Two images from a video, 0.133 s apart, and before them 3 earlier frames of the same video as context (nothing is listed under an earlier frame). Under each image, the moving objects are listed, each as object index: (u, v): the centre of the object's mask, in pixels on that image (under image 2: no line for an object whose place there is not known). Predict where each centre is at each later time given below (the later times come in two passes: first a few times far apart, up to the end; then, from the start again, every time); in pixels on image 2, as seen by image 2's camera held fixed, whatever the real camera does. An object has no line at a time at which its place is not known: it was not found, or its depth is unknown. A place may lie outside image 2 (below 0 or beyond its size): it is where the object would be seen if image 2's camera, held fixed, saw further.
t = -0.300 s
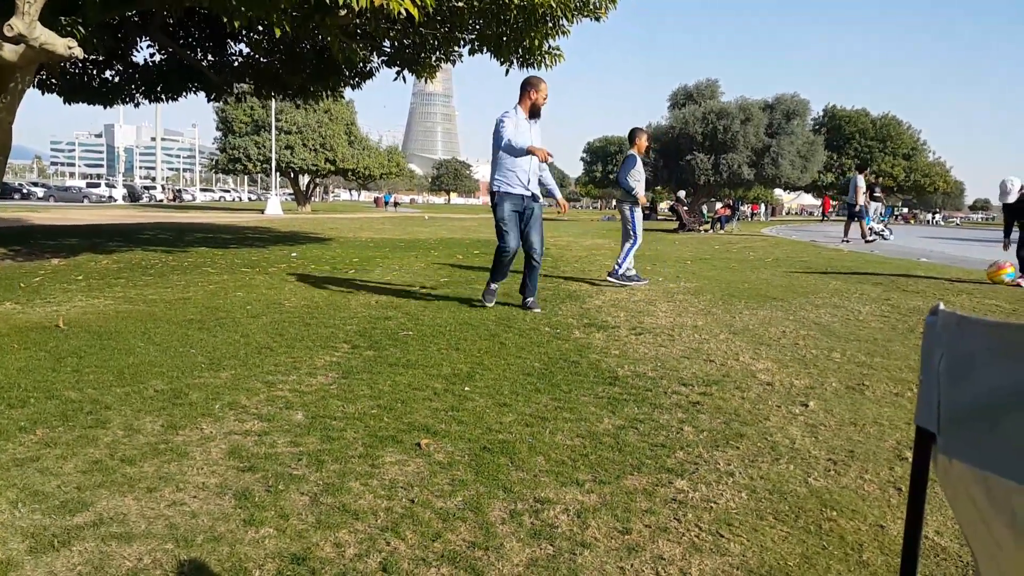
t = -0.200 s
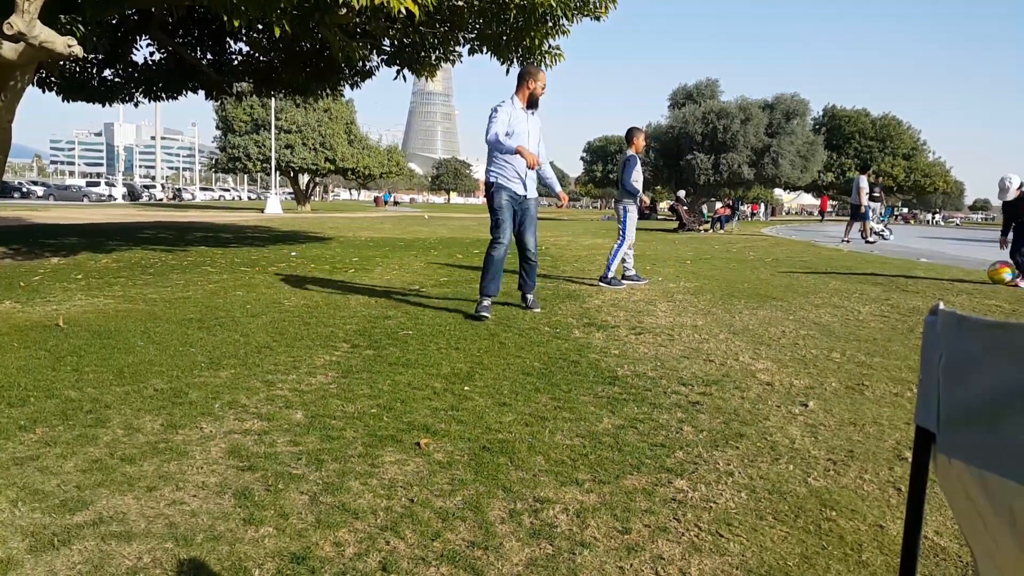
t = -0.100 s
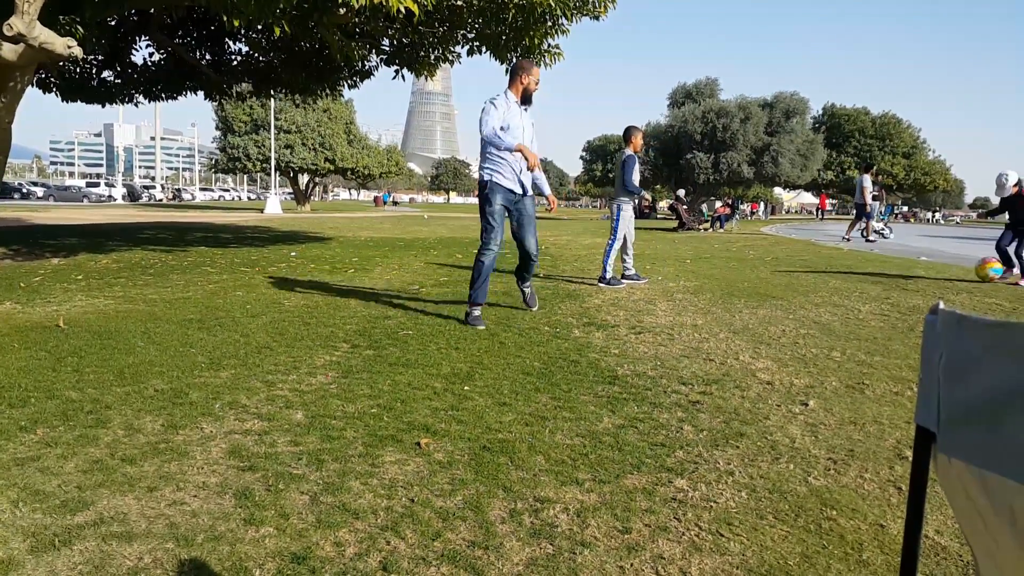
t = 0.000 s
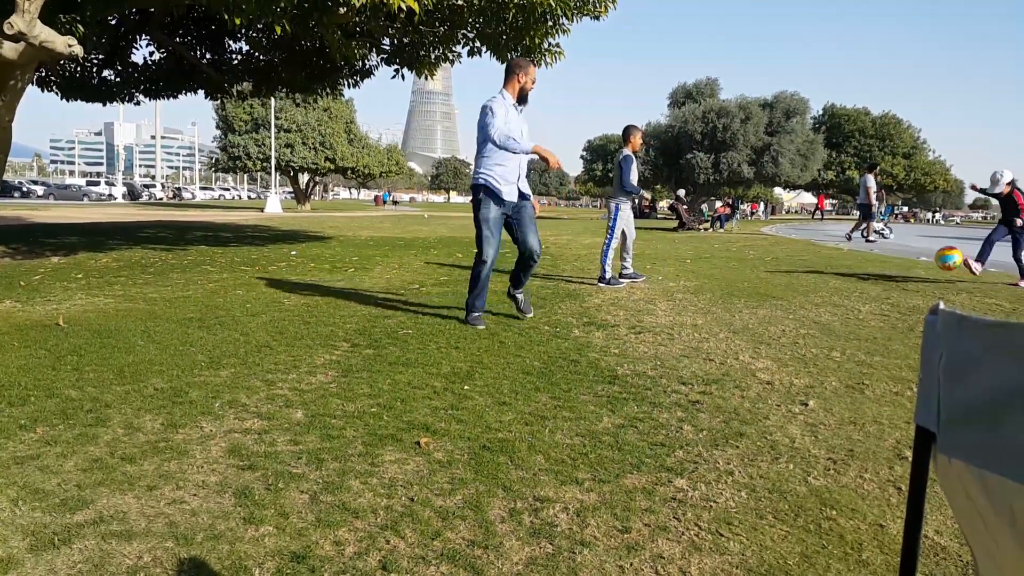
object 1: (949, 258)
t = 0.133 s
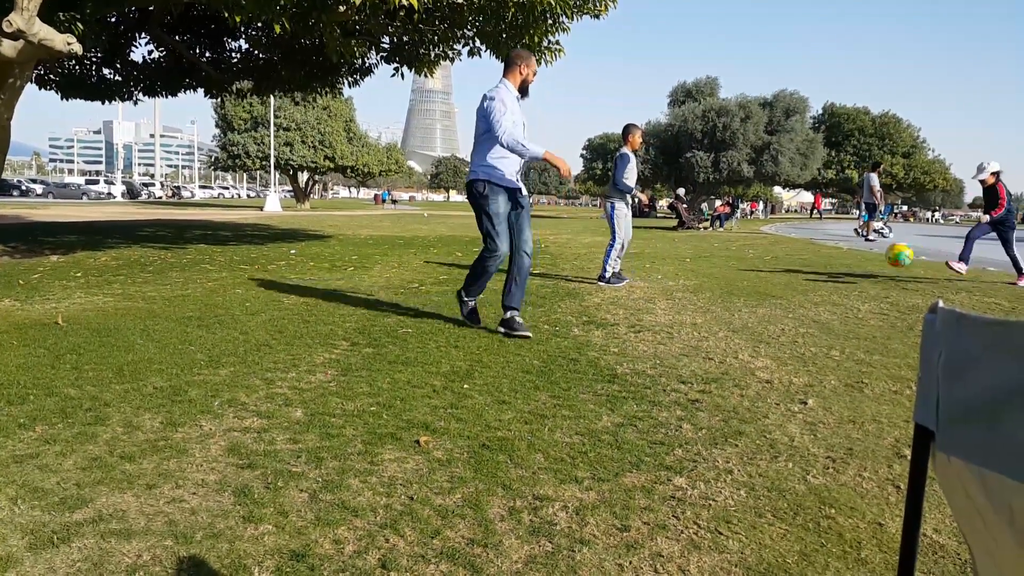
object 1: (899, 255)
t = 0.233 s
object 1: (867, 265)
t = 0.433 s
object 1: (818, 269)
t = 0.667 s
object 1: (773, 278)
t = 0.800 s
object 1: (748, 283)
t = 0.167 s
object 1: (889, 257)
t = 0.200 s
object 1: (878, 260)
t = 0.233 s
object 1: (867, 265)
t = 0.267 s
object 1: (857, 270)
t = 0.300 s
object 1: (846, 277)
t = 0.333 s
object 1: (838, 275)
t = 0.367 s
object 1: (831, 272)
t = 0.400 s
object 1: (825, 270)
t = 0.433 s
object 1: (818, 269)
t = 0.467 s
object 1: (812, 270)
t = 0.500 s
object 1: (805, 271)
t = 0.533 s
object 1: (800, 274)
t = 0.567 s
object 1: (793, 277)
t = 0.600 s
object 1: (787, 281)
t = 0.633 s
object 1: (780, 279)
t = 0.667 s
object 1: (773, 278)
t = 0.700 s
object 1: (766, 277)
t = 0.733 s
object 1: (760, 279)
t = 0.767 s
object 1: (753, 280)
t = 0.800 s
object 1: (748, 283)
